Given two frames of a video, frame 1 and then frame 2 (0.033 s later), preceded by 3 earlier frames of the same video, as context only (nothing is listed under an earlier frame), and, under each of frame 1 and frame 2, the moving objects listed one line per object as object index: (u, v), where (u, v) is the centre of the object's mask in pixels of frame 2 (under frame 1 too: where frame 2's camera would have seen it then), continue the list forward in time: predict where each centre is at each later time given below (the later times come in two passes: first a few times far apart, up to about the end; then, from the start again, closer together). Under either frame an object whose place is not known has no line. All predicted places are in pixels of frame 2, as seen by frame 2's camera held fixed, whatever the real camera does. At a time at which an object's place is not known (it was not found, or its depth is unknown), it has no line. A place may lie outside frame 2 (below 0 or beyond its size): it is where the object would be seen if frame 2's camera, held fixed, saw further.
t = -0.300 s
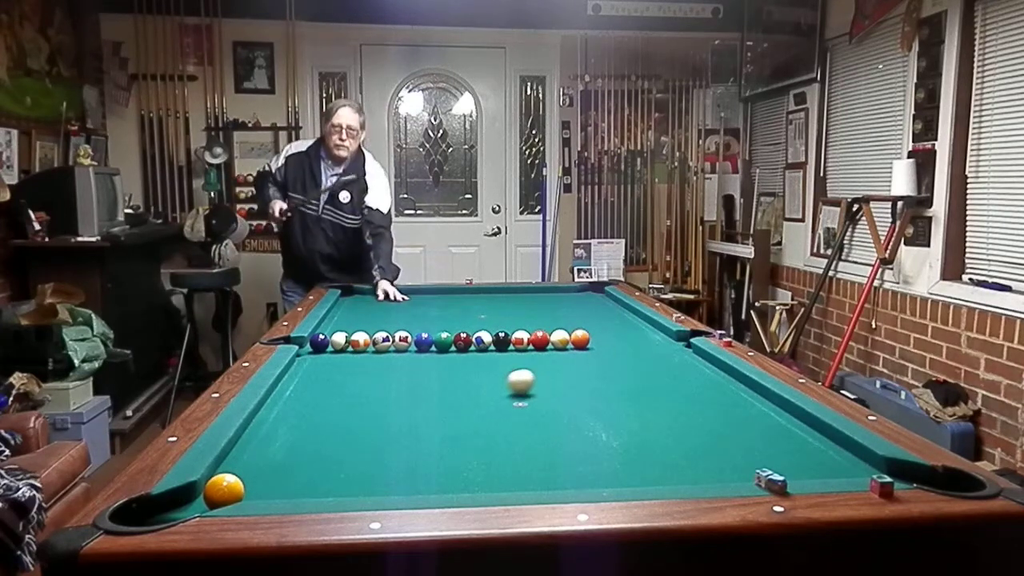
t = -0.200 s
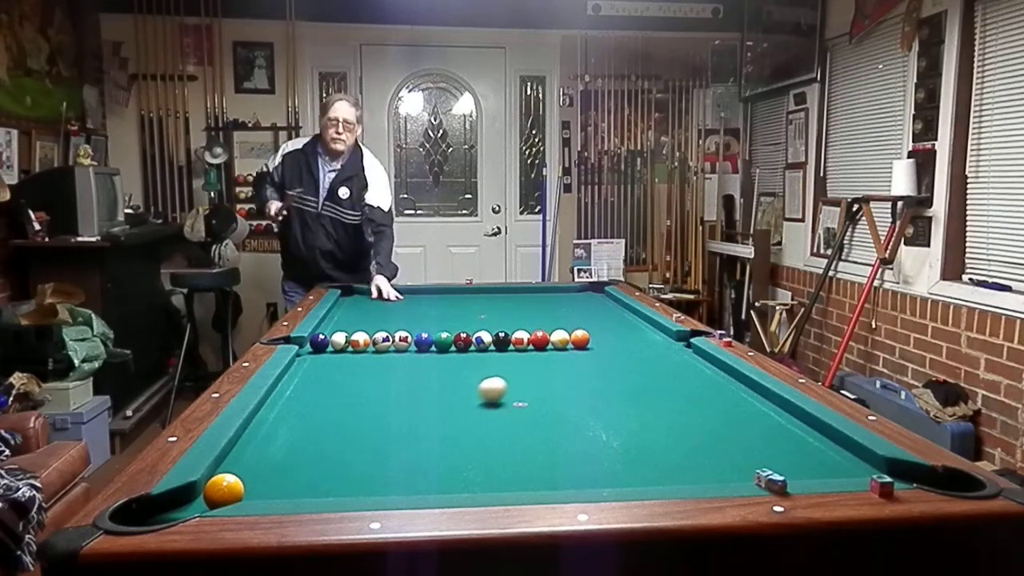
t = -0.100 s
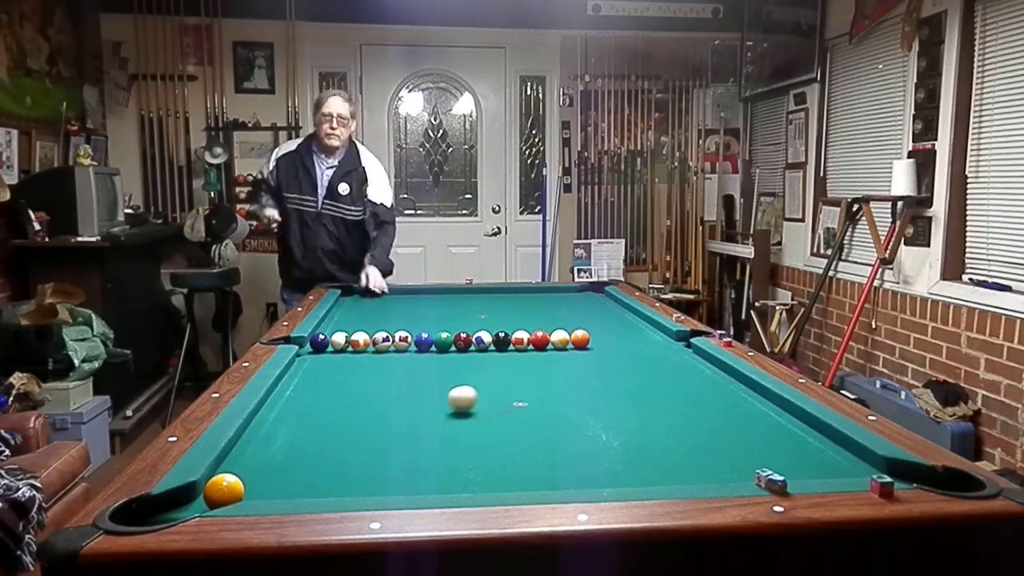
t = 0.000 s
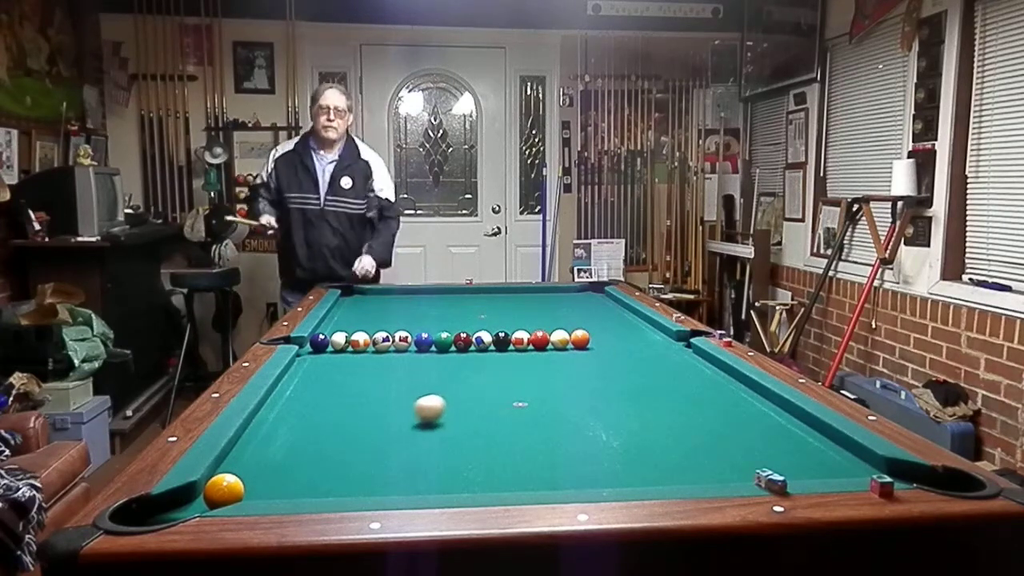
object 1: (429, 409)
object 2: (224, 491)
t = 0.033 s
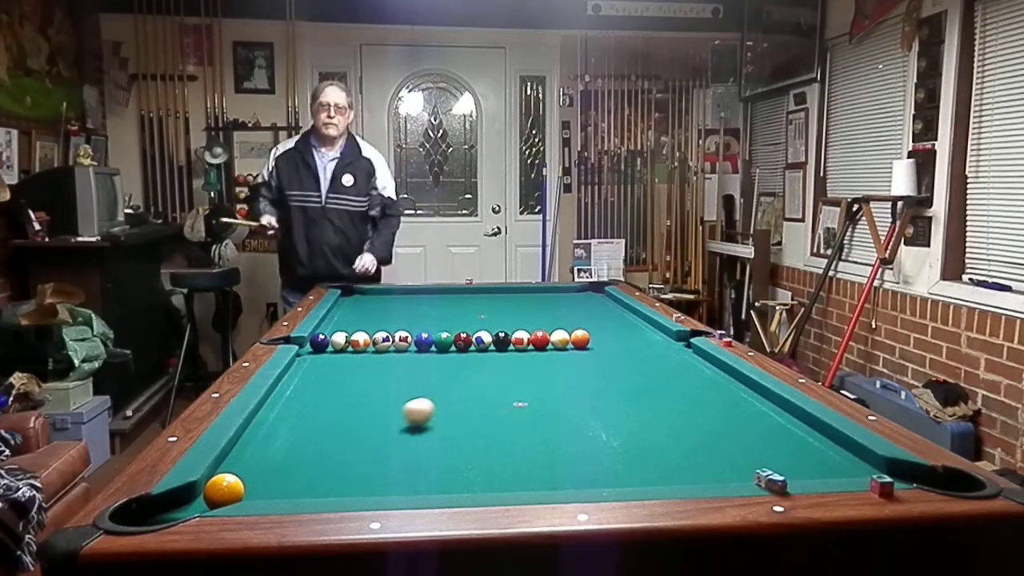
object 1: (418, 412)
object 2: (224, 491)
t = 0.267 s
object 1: (329, 439)
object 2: (223, 490)
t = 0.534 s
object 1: (234, 469)
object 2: (223, 491)
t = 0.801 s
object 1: (288, 480)
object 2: (184, 510)
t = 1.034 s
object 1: (334, 482)
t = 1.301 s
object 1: (386, 485)
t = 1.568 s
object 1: (439, 483)
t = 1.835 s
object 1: (486, 480)
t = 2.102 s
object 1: (530, 478)
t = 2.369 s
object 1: (569, 478)
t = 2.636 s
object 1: (605, 477)
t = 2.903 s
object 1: (636, 477)
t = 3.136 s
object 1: (656, 476)
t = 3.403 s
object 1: (675, 475)
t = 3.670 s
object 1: (691, 475)
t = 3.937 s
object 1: (702, 475)
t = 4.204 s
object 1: (708, 475)
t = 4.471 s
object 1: (711, 475)
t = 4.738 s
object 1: (711, 475)
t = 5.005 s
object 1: (711, 475)
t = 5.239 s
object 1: (711, 475)
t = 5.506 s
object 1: (711, 475)
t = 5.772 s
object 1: (711, 475)
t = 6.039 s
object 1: (711, 475)
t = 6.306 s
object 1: (711, 475)
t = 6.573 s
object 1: (711, 475)
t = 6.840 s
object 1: (711, 475)
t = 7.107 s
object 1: (711, 475)
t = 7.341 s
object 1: (711, 475)
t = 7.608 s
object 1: (711, 475)
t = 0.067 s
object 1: (406, 415)
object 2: (223, 490)
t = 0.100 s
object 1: (394, 419)
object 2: (223, 490)
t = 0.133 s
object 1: (382, 422)
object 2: (223, 490)
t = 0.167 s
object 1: (369, 427)
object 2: (223, 490)
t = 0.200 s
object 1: (356, 430)
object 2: (223, 490)
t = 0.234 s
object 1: (343, 434)
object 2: (223, 490)
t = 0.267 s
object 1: (329, 439)
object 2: (223, 490)
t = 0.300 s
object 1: (315, 444)
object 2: (223, 490)
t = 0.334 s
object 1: (300, 448)
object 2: (223, 490)
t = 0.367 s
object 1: (284, 453)
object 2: (223, 490)
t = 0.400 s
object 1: (268, 458)
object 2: (223, 491)
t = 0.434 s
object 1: (253, 463)
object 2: (223, 491)
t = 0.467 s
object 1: (237, 464)
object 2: (223, 491)
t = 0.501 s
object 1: (224, 467)
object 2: (223, 491)
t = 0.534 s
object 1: (234, 469)
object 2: (223, 491)
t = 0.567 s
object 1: (242, 474)
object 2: (220, 494)
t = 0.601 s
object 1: (248, 478)
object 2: (217, 497)
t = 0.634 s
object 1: (254, 478)
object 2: (215, 499)
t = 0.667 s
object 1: (261, 479)
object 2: (210, 500)
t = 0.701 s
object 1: (267, 479)
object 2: (205, 501)
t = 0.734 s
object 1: (274, 480)
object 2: (199, 503)
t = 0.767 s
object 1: (281, 480)
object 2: (192, 505)
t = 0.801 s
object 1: (288, 480)
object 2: (184, 510)
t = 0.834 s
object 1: (295, 480)
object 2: (176, 515)
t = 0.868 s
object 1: (301, 481)
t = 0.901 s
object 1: (308, 481)
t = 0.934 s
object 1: (314, 481)
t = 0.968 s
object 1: (321, 482)
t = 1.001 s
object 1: (328, 482)
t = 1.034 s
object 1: (334, 482)
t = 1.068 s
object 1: (340, 482)
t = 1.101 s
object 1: (347, 483)
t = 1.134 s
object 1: (354, 483)
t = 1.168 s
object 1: (361, 484)
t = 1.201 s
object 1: (367, 484)
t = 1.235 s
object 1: (374, 484)
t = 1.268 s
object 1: (380, 484)
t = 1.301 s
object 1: (386, 485)
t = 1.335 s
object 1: (392, 485)
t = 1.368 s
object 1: (399, 486)
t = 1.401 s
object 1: (406, 485)
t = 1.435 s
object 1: (412, 485)
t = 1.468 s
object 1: (419, 484)
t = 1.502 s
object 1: (426, 483)
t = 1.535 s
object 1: (432, 483)
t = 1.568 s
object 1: (439, 483)
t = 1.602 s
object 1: (445, 482)
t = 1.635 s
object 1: (451, 482)
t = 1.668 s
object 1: (457, 481)
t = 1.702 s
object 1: (463, 481)
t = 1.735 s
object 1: (469, 481)
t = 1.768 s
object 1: (475, 481)
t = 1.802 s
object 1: (480, 480)
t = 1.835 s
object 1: (486, 480)
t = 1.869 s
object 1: (493, 480)
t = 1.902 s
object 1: (498, 480)
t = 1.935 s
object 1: (503, 479)
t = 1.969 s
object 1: (509, 479)
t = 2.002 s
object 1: (514, 479)
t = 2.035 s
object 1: (519, 479)
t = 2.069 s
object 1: (525, 479)
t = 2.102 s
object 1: (530, 478)
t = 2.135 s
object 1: (535, 479)
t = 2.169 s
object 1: (540, 478)
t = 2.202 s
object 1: (545, 478)
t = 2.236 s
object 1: (550, 478)
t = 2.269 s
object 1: (555, 478)
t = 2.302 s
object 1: (559, 478)
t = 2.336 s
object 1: (564, 478)
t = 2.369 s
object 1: (569, 478)
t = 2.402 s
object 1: (574, 478)
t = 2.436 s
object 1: (578, 478)
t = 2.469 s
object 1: (582, 478)
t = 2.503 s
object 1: (587, 478)
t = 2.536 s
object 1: (592, 478)
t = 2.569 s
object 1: (596, 478)
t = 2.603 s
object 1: (600, 477)
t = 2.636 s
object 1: (605, 477)
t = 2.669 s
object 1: (609, 478)
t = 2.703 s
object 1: (613, 477)
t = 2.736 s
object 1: (617, 477)
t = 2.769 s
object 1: (622, 477)
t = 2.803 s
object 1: (626, 477)
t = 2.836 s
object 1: (630, 477)
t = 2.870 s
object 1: (634, 477)
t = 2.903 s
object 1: (636, 477)
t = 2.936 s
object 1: (639, 477)
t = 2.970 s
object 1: (642, 477)
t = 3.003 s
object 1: (645, 476)
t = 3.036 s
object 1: (648, 476)
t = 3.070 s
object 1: (651, 476)
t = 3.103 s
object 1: (653, 476)
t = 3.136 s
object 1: (656, 476)
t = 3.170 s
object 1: (658, 475)
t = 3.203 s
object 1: (660, 475)
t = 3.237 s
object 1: (663, 475)
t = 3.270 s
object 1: (666, 475)
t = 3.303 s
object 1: (668, 475)
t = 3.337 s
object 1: (670, 475)
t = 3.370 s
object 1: (672, 475)
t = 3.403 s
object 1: (675, 475)
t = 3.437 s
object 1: (677, 475)
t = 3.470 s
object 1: (679, 475)
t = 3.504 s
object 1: (681, 474)
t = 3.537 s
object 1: (683, 474)
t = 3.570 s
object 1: (685, 475)
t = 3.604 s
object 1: (687, 475)
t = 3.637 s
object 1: (689, 475)
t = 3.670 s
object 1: (691, 475)
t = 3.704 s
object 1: (693, 475)
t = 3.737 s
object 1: (695, 475)
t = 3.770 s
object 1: (696, 475)
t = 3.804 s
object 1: (697, 475)
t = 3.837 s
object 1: (698, 475)
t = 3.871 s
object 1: (699, 475)
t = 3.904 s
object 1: (700, 475)
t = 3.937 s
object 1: (702, 475)
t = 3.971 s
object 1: (702, 475)
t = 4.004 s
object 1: (703, 475)
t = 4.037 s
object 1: (704, 475)
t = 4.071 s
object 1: (705, 475)
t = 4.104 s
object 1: (706, 475)
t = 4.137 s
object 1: (706, 475)
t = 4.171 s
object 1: (707, 475)
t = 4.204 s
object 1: (708, 475)
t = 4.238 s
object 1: (708, 475)
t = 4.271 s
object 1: (709, 475)
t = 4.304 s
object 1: (709, 475)
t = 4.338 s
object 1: (709, 475)
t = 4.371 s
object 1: (710, 475)
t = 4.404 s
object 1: (710, 475)
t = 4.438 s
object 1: (710, 475)
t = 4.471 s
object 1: (711, 475)
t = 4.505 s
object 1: (711, 475)
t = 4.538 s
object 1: (711, 475)
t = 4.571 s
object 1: (711, 475)
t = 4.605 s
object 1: (711, 475)
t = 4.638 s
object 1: (711, 475)
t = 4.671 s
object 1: (711, 475)
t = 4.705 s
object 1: (711, 475)
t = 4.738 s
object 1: (711, 475)
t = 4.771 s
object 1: (711, 475)
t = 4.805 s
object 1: (711, 475)
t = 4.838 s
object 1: (711, 475)
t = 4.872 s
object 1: (711, 475)
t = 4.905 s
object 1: (711, 475)
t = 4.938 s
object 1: (711, 475)
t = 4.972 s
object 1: (711, 475)
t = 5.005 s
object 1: (711, 475)
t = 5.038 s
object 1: (711, 475)
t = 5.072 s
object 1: (711, 475)
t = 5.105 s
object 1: (711, 475)
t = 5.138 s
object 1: (711, 475)
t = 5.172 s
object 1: (711, 475)
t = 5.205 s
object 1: (711, 475)
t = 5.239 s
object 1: (711, 475)
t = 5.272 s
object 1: (711, 475)
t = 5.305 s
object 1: (711, 475)
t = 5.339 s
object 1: (711, 475)
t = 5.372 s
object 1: (711, 475)
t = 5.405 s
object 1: (711, 475)
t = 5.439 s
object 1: (711, 475)
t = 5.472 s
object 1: (711, 475)
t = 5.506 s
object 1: (711, 475)
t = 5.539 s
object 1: (711, 475)
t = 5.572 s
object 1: (711, 475)
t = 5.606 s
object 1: (711, 475)
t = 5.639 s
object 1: (711, 475)
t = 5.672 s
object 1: (711, 475)
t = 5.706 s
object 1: (711, 475)
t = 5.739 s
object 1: (711, 475)
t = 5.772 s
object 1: (711, 475)
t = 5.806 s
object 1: (711, 475)
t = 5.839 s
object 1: (711, 475)
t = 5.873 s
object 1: (711, 475)
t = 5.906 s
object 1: (711, 475)
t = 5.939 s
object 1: (711, 475)
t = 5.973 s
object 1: (711, 475)
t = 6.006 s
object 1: (711, 475)
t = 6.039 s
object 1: (711, 475)
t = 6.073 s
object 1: (711, 475)
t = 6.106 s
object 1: (711, 475)
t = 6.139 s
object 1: (711, 475)
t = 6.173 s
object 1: (711, 475)
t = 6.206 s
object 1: (711, 475)
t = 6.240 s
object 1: (711, 475)
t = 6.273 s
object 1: (711, 475)
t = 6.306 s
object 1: (711, 475)
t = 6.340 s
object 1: (711, 475)
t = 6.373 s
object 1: (711, 475)
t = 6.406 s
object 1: (711, 475)
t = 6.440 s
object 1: (711, 475)
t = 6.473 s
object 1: (711, 475)
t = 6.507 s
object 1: (711, 475)
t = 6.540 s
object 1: (711, 475)
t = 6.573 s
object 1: (711, 475)
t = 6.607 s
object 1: (711, 475)
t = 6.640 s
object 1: (711, 475)
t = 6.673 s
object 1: (711, 475)
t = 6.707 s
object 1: (711, 475)
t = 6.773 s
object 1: (711, 475)
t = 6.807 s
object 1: (711, 475)
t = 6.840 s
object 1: (711, 475)
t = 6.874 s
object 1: (711, 475)
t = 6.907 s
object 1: (711, 475)
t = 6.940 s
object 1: (711, 475)
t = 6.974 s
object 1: (711, 475)
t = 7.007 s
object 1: (711, 475)
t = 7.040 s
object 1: (711, 475)
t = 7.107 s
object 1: (711, 475)
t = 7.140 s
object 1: (711, 475)
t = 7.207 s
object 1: (711, 475)
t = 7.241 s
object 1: (711, 475)
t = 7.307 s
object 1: (711, 475)
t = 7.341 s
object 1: (711, 475)
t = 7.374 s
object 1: (711, 475)
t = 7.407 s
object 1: (711, 475)
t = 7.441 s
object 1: (711, 475)
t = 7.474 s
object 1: (711, 475)
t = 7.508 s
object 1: (711, 475)
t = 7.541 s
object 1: (711, 475)
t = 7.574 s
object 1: (711, 475)
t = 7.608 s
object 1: (711, 475)
